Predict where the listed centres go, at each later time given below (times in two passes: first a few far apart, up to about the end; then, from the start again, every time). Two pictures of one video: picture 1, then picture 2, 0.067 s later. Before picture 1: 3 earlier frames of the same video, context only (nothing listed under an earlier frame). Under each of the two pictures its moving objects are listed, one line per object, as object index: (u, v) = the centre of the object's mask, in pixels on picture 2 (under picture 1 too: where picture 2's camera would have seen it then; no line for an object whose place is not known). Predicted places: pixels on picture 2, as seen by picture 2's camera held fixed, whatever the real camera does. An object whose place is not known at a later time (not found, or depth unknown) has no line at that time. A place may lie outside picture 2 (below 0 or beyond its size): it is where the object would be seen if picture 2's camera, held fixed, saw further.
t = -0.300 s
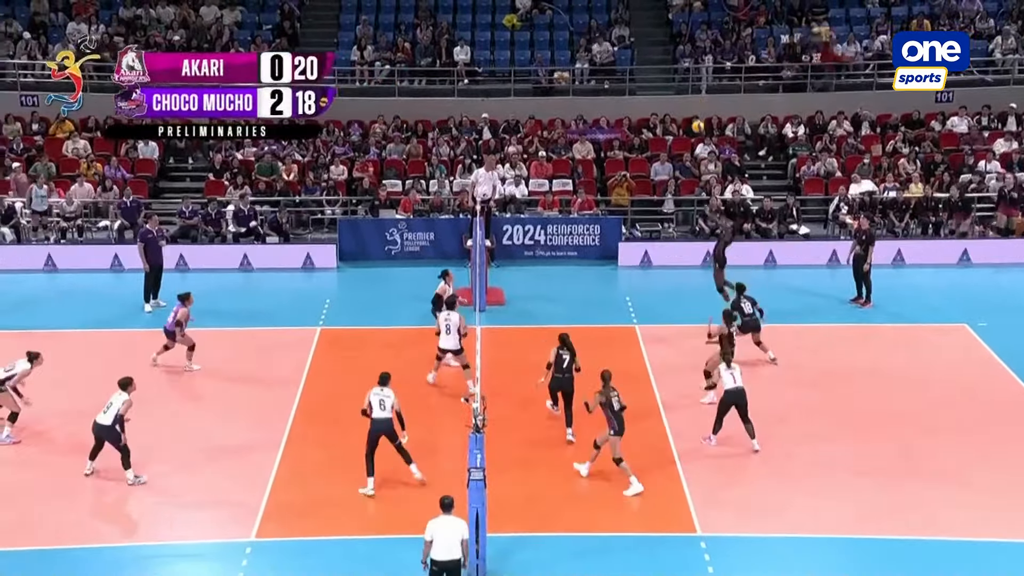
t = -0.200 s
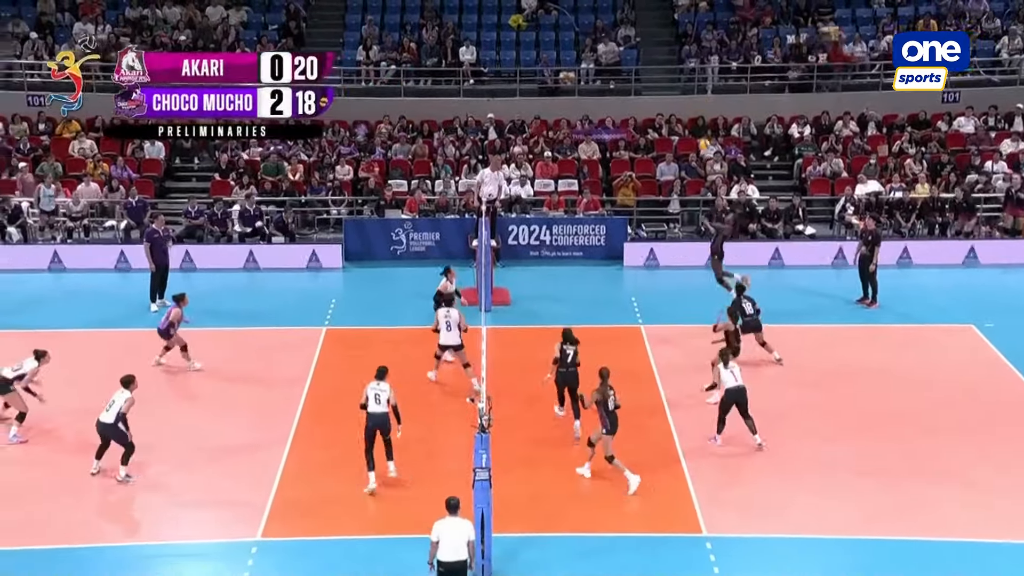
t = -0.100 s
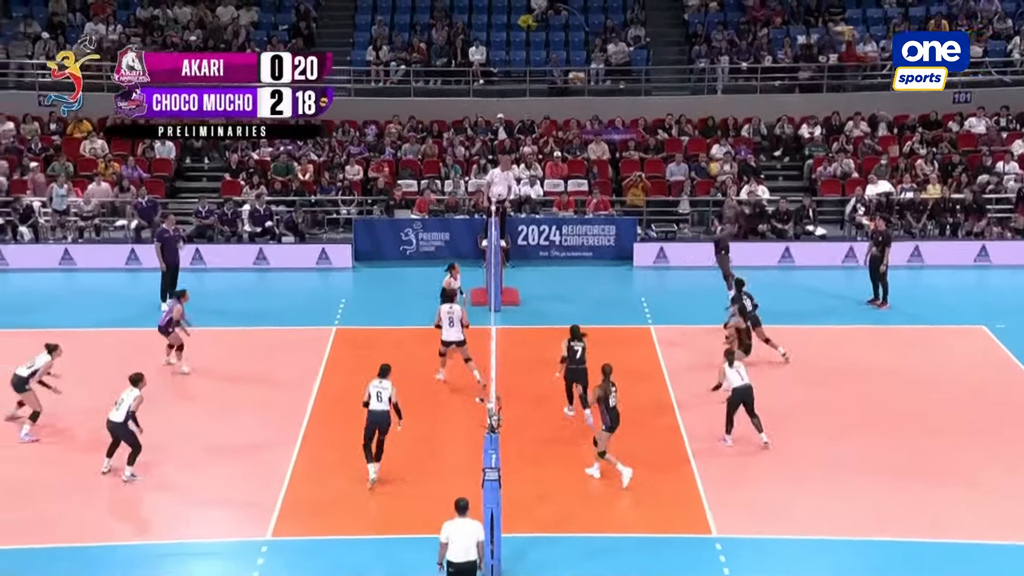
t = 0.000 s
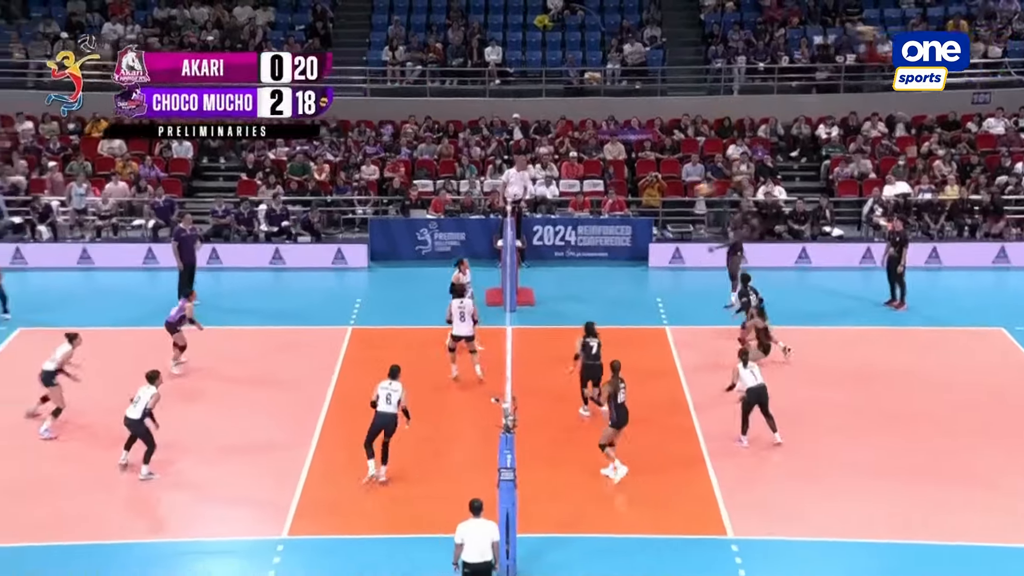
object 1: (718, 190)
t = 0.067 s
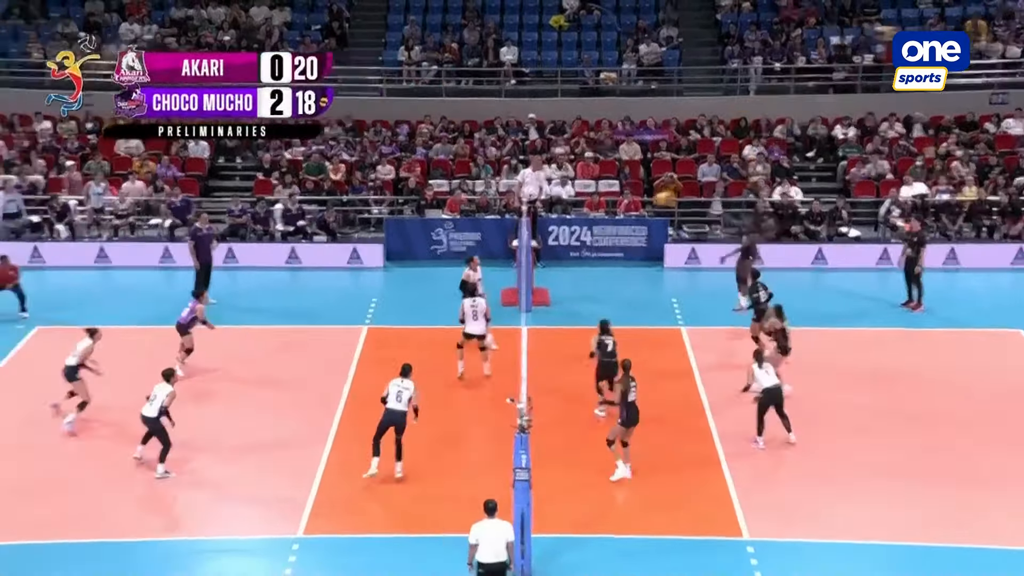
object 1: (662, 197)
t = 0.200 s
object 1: (547, 224)
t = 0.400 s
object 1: (375, 292)
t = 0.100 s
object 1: (631, 202)
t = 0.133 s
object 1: (604, 209)
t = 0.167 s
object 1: (577, 216)
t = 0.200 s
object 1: (547, 224)
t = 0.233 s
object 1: (516, 234)
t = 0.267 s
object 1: (490, 244)
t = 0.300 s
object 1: (460, 253)
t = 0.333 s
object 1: (433, 265)
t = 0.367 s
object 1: (404, 278)
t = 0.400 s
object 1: (375, 292)
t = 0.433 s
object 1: (347, 307)
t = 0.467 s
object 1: (319, 321)
